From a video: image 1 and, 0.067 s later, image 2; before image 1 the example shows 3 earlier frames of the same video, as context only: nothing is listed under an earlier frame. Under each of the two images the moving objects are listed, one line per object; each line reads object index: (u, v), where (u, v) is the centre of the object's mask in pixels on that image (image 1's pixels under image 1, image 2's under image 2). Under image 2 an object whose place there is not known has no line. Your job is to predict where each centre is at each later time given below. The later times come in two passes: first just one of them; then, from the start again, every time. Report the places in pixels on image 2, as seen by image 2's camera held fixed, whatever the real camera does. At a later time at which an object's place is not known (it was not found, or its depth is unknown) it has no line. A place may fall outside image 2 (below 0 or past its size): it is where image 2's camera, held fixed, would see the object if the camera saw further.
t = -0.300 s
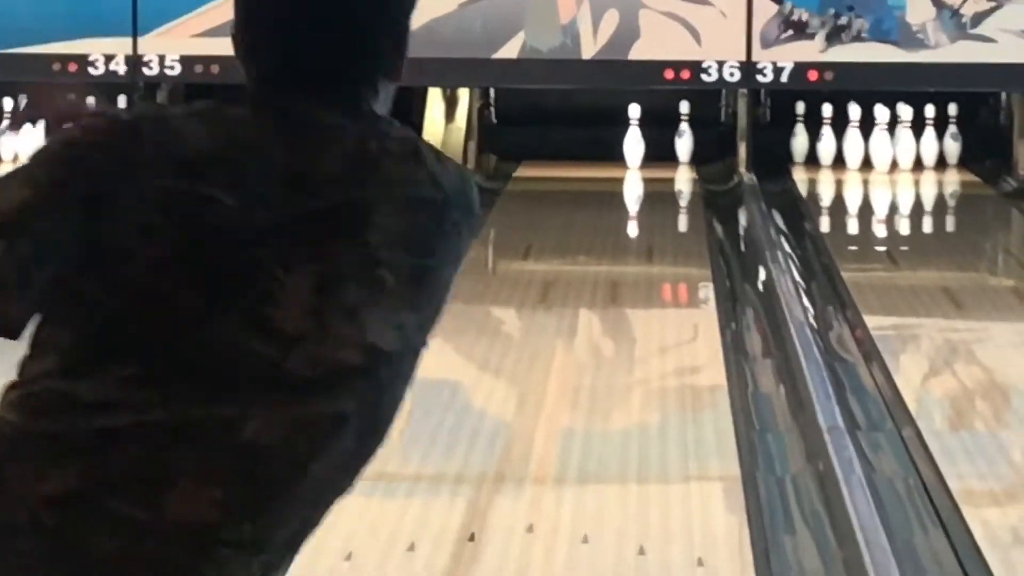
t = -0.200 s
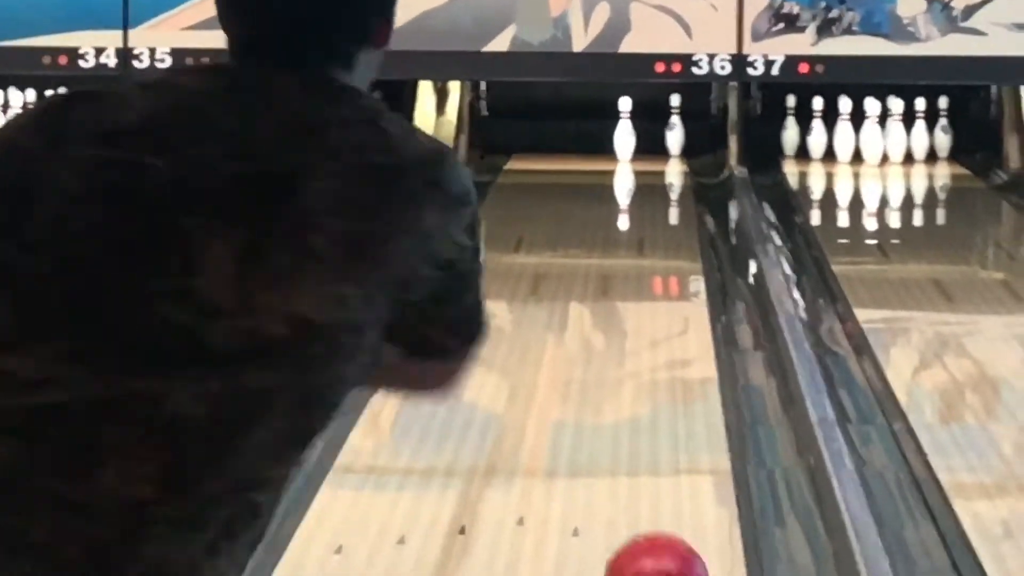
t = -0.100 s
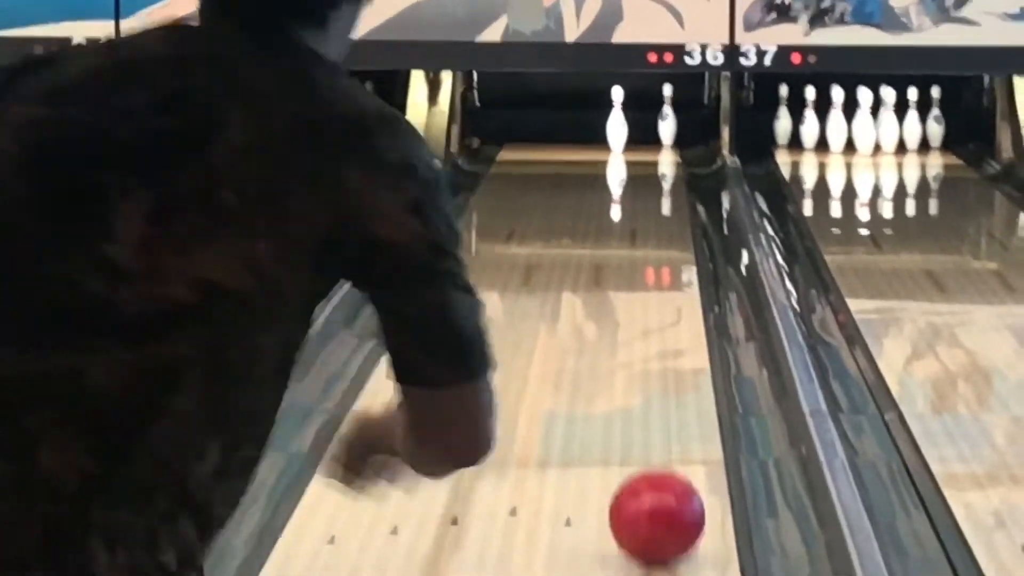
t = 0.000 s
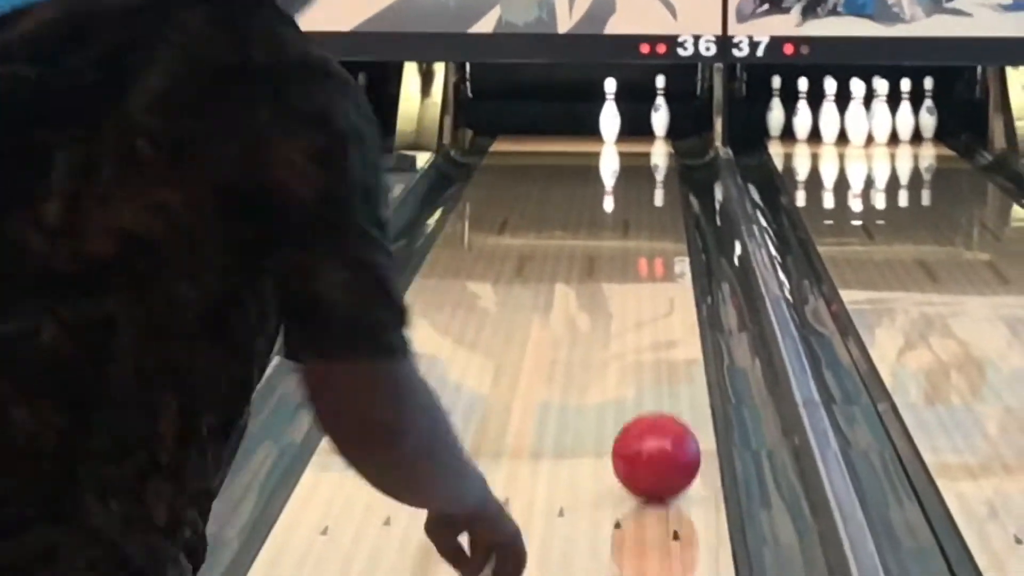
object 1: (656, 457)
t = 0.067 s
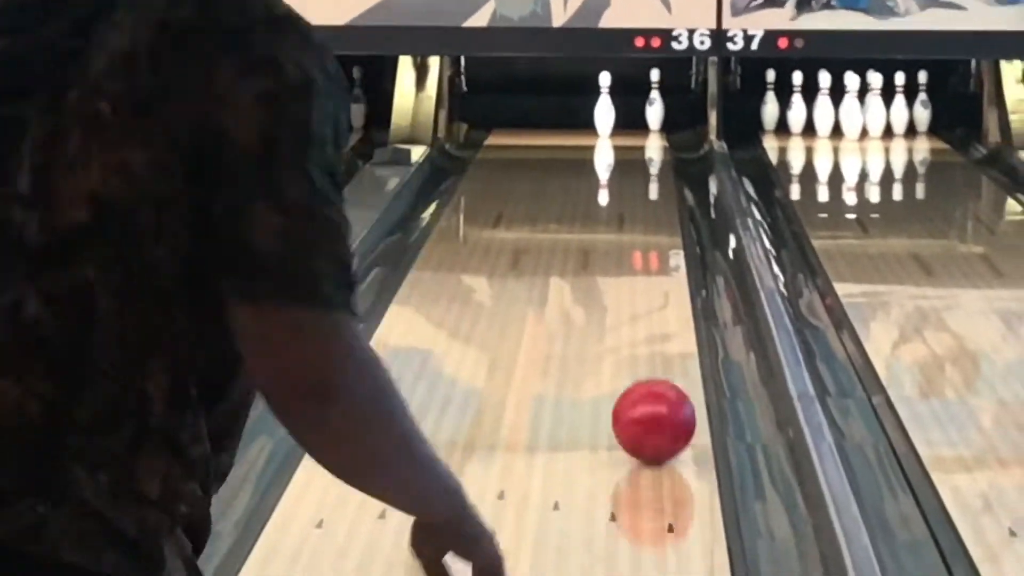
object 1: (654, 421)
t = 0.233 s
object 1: (659, 361)
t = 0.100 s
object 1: (655, 407)
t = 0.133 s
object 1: (657, 394)
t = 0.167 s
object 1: (658, 383)
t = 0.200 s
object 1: (659, 372)
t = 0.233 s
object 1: (659, 361)
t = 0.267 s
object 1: (660, 351)
